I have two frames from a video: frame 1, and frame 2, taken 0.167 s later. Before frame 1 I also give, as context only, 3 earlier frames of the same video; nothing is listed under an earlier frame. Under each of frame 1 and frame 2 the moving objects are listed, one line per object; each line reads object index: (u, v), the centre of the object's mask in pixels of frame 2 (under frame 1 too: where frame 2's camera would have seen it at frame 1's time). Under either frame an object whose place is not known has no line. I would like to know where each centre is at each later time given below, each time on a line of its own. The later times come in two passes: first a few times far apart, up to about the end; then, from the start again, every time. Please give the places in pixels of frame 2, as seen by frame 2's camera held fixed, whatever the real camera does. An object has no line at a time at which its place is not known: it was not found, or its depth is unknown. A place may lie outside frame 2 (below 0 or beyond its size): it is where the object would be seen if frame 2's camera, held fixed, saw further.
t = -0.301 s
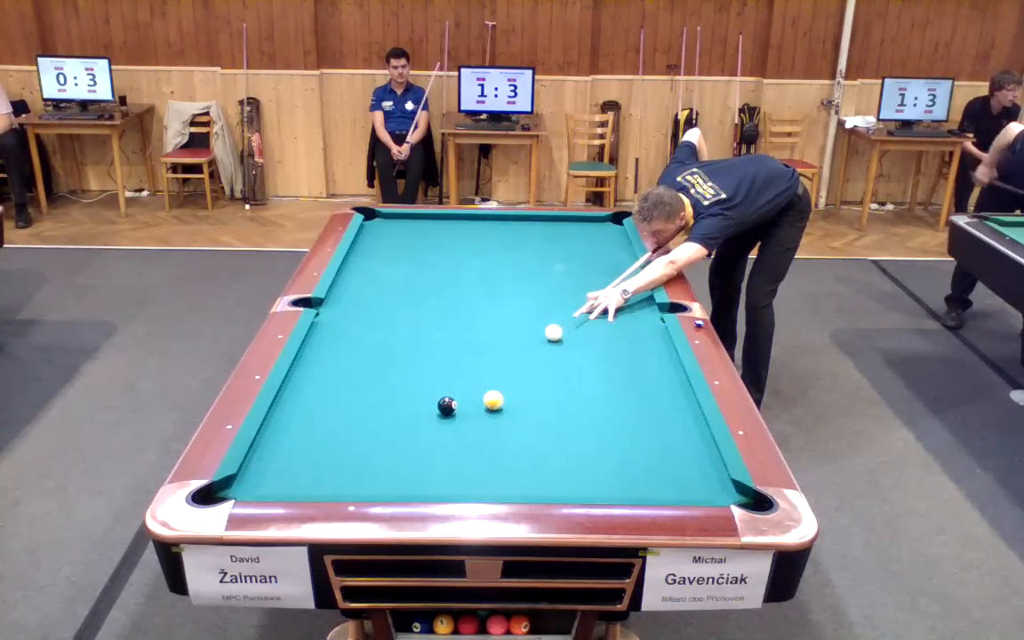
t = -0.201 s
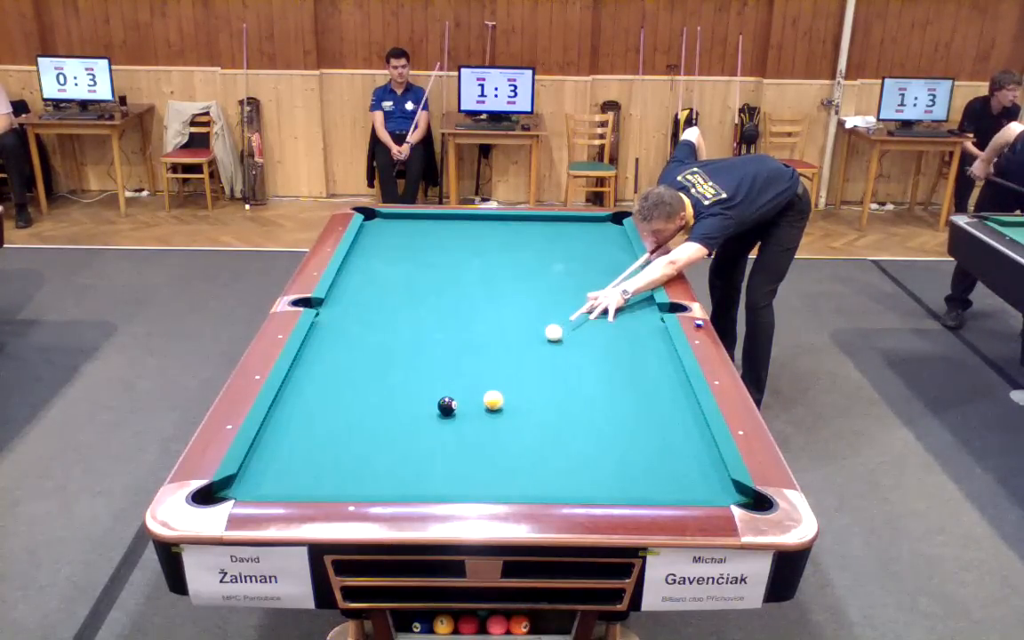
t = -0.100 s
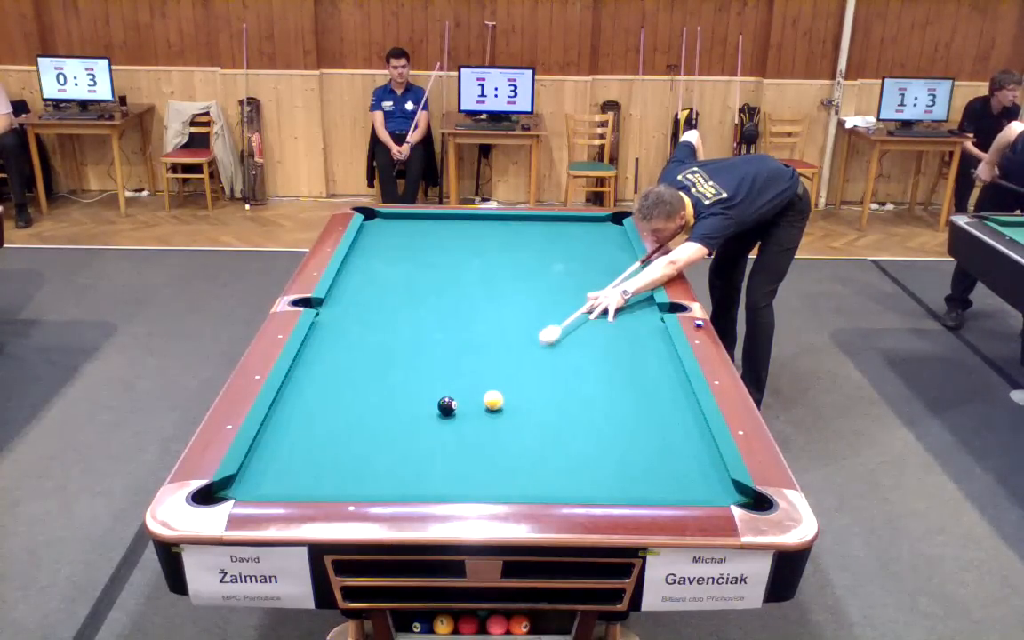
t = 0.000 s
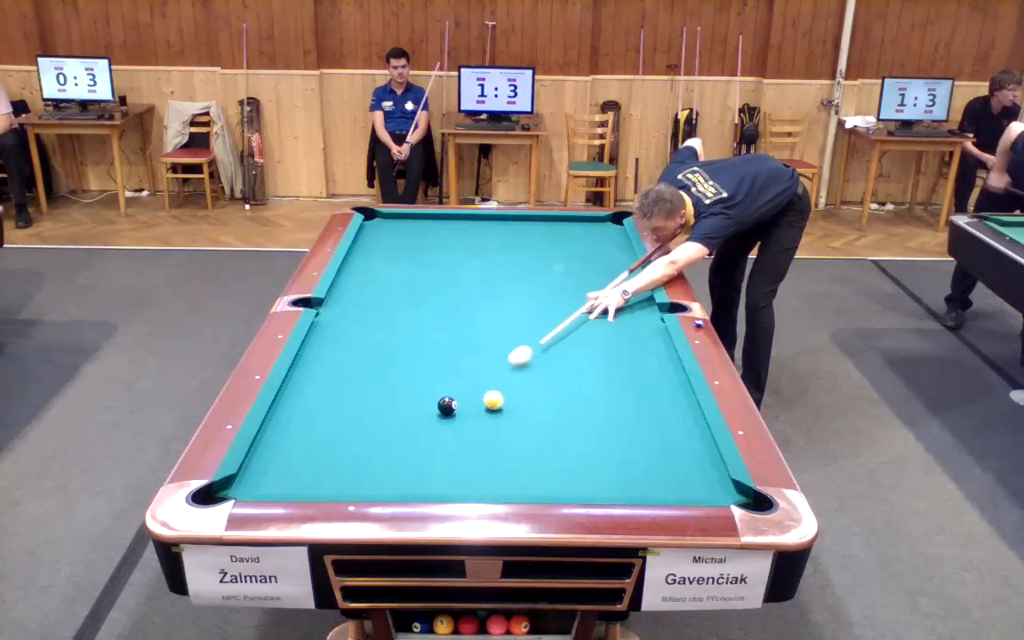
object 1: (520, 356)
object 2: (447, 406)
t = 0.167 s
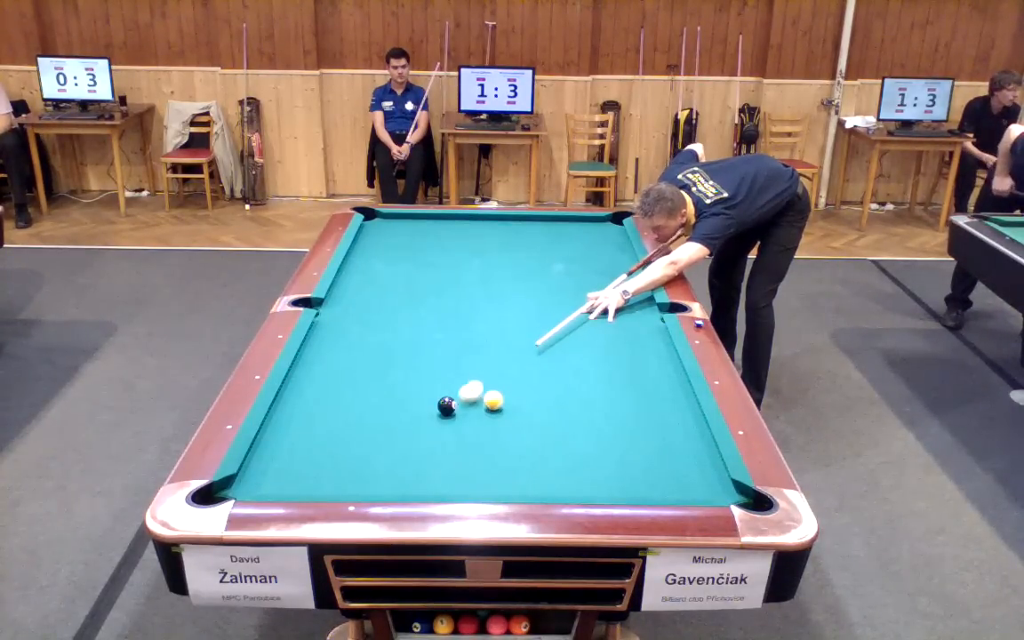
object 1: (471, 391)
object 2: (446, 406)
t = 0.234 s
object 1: (464, 401)
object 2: (433, 412)
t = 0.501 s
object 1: (472, 425)
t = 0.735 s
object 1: (473, 450)
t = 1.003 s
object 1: (474, 481)
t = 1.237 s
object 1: (484, 478)
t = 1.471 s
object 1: (497, 463)
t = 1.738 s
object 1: (512, 448)
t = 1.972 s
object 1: (522, 437)
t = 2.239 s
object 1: (534, 424)
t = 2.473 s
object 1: (542, 415)
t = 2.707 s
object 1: (550, 406)
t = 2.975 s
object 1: (558, 397)
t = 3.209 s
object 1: (565, 390)
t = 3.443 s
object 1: (571, 384)
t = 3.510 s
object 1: (572, 382)
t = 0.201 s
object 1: (462, 398)
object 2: (444, 406)
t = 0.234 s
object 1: (464, 401)
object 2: (433, 412)
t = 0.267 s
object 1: (467, 404)
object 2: (420, 418)
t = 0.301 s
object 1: (469, 406)
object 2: (407, 423)
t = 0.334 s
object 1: (470, 409)
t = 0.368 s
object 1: (471, 411)
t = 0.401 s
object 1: (472, 415)
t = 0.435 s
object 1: (472, 418)
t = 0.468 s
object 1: (472, 422)
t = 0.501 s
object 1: (472, 425)
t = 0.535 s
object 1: (473, 428)
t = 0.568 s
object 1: (473, 432)
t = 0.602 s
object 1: (473, 436)
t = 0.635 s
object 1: (473, 439)
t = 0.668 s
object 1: (473, 443)
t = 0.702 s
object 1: (473, 446)
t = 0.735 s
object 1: (473, 450)
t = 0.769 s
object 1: (473, 454)
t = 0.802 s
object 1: (473, 458)
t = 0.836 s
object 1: (473, 462)
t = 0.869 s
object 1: (473, 466)
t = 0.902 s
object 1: (473, 470)
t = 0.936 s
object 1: (473, 474)
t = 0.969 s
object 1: (474, 478)
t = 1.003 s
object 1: (474, 481)
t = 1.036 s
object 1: (474, 484)
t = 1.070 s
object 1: (474, 486)
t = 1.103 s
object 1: (476, 485)
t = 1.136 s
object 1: (478, 483)
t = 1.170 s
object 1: (481, 481)
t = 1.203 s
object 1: (483, 479)
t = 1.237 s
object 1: (484, 478)
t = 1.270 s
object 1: (486, 475)
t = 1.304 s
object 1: (488, 473)
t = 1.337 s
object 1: (490, 471)
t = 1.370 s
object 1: (492, 469)
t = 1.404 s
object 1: (494, 467)
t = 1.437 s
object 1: (496, 465)
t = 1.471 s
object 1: (497, 463)
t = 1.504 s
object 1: (499, 461)
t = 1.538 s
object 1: (501, 459)
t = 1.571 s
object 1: (503, 457)
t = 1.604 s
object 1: (505, 455)
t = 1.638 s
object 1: (506, 454)
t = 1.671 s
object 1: (508, 452)
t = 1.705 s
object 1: (510, 450)
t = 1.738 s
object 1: (512, 448)
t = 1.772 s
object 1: (513, 447)
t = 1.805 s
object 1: (515, 445)
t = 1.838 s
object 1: (516, 443)
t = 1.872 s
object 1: (518, 442)
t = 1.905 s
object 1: (519, 440)
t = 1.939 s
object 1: (521, 438)
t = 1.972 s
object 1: (522, 437)
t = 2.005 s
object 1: (524, 435)
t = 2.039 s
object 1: (526, 434)
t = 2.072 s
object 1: (527, 432)
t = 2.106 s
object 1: (528, 430)
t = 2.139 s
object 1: (530, 429)
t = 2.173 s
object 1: (531, 427)
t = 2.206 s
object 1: (533, 426)
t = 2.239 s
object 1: (534, 424)
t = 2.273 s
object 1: (535, 423)
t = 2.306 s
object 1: (536, 422)
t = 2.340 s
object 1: (538, 420)
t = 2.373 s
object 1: (539, 419)
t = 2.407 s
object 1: (540, 418)
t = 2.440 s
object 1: (541, 416)
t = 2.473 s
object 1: (542, 415)
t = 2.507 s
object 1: (543, 414)
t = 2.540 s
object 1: (545, 412)
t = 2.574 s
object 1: (546, 411)
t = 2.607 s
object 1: (547, 410)
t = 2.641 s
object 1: (548, 409)
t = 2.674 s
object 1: (549, 407)
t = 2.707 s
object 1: (550, 406)
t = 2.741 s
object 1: (551, 405)
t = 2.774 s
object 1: (552, 404)
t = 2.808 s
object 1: (553, 403)
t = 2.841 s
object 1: (554, 401)
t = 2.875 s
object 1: (555, 400)
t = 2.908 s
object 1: (556, 399)
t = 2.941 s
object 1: (557, 398)
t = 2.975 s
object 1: (558, 397)
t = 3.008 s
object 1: (559, 396)
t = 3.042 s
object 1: (560, 395)
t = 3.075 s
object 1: (561, 394)
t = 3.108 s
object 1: (562, 393)
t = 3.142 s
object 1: (563, 392)
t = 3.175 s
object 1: (564, 391)
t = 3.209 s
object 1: (565, 390)
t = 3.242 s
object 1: (565, 389)
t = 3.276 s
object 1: (566, 388)
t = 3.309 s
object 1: (567, 387)
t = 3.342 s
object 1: (568, 386)
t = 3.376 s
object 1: (569, 386)
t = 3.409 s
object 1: (570, 385)
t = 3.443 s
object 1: (571, 384)
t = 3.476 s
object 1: (572, 383)
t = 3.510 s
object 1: (572, 382)
